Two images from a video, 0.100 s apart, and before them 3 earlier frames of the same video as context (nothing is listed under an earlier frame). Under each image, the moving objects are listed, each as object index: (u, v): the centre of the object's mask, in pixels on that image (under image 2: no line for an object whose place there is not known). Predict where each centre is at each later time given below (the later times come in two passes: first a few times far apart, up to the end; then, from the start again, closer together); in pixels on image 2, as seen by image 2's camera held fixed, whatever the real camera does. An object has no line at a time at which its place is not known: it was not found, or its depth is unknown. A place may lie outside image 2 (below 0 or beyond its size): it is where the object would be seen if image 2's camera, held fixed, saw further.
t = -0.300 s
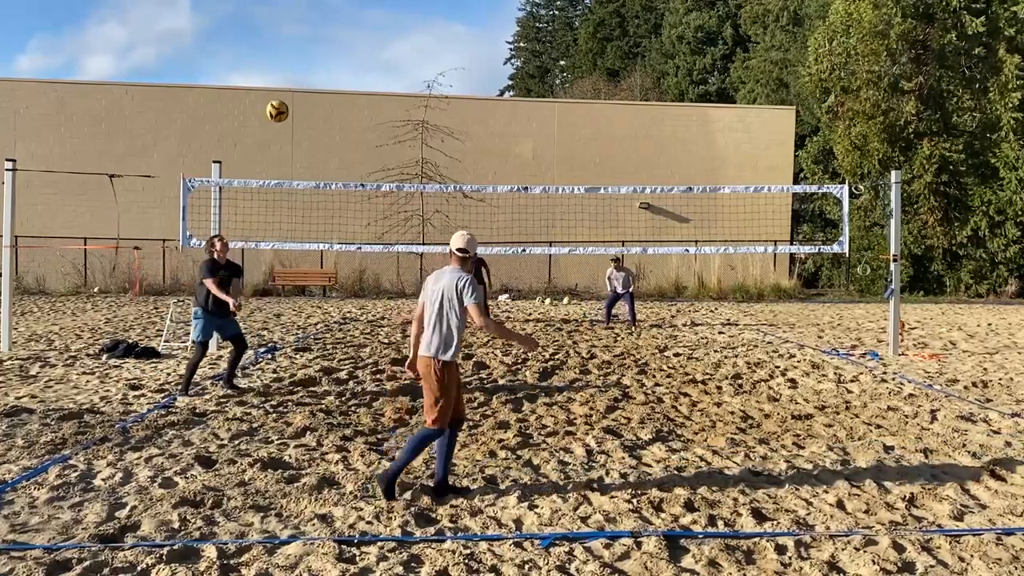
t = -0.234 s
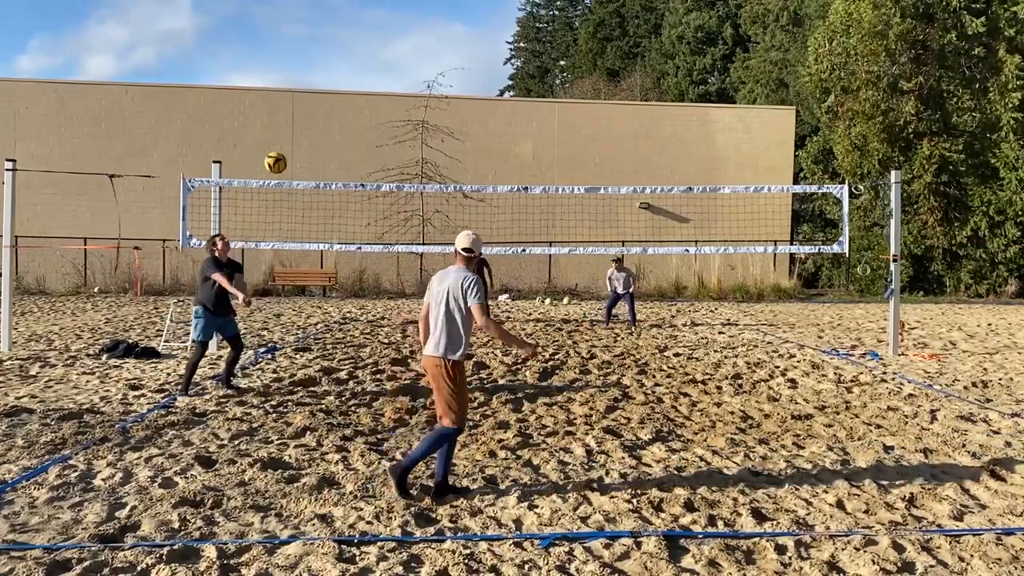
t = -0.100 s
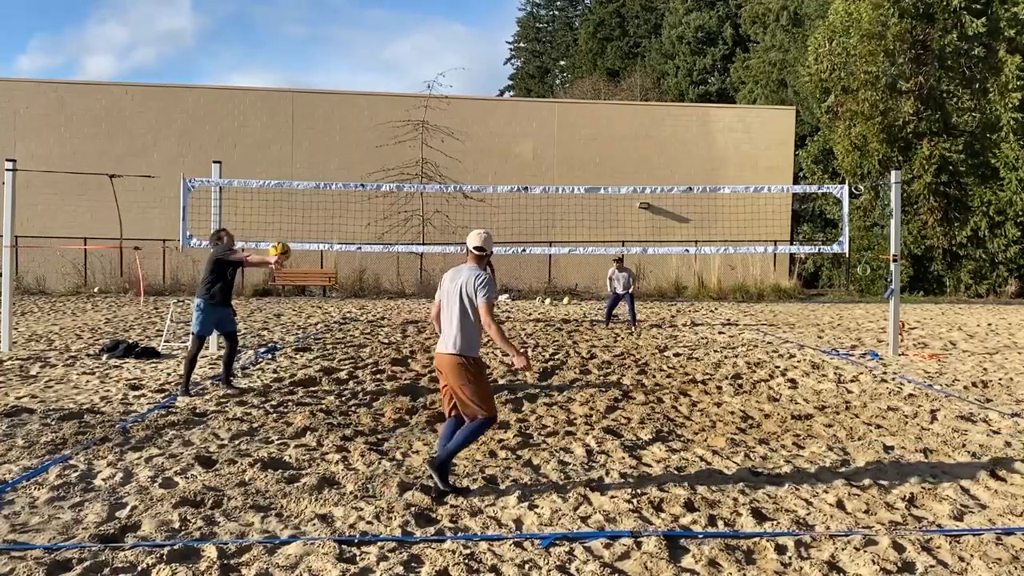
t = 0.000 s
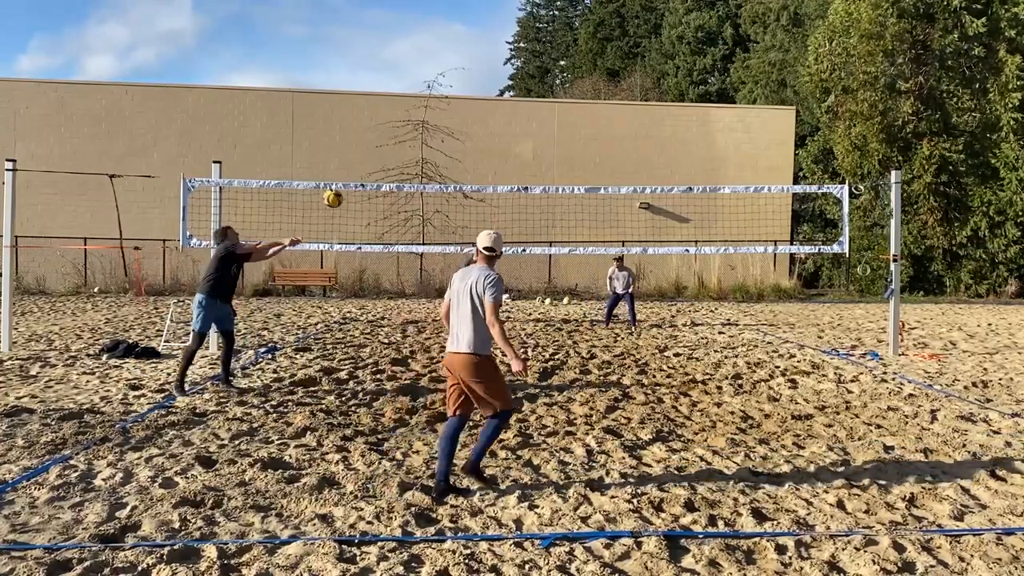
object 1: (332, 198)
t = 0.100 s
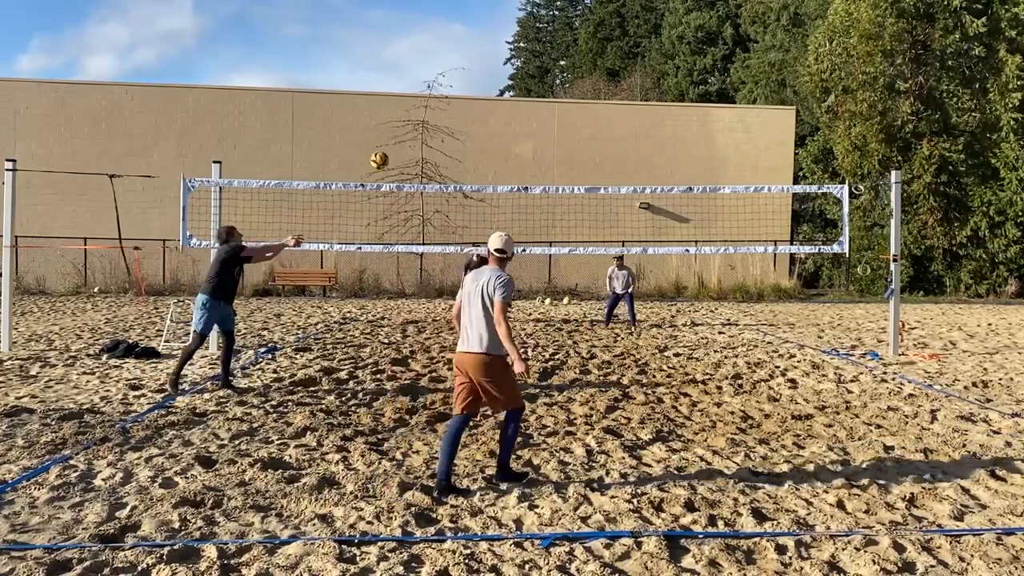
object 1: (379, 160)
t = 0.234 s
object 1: (430, 127)
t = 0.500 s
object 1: (518, 116)
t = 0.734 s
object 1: (576, 143)
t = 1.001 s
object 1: (627, 204)
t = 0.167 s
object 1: (407, 142)
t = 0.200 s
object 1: (418, 132)
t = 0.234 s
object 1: (430, 127)
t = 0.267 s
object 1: (444, 123)
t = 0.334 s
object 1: (468, 117)
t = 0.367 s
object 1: (478, 116)
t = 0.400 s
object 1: (489, 114)
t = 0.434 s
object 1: (499, 114)
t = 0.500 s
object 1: (518, 116)
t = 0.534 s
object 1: (527, 118)
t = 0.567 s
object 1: (536, 121)
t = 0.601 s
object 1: (544, 124)
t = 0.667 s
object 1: (561, 133)
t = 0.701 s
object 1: (568, 138)
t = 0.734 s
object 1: (576, 143)
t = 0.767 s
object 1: (583, 149)
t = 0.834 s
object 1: (597, 163)
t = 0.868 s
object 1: (603, 170)
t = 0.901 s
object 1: (609, 178)
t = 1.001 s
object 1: (627, 204)
